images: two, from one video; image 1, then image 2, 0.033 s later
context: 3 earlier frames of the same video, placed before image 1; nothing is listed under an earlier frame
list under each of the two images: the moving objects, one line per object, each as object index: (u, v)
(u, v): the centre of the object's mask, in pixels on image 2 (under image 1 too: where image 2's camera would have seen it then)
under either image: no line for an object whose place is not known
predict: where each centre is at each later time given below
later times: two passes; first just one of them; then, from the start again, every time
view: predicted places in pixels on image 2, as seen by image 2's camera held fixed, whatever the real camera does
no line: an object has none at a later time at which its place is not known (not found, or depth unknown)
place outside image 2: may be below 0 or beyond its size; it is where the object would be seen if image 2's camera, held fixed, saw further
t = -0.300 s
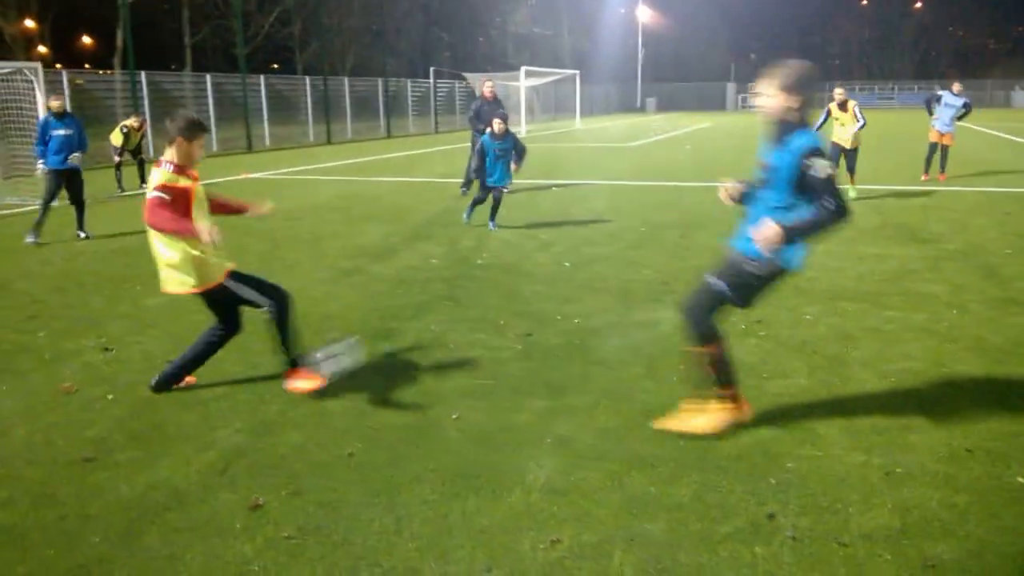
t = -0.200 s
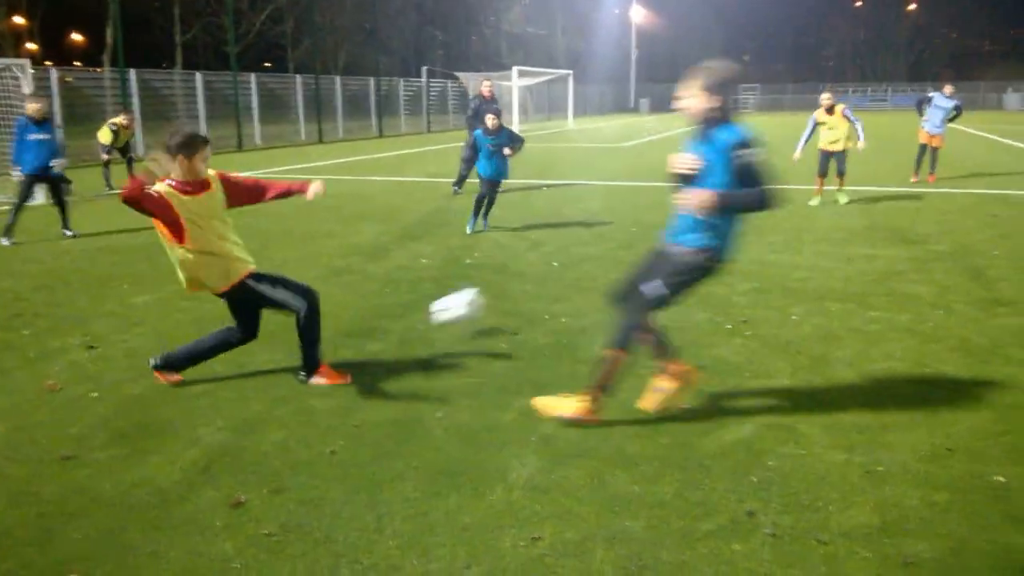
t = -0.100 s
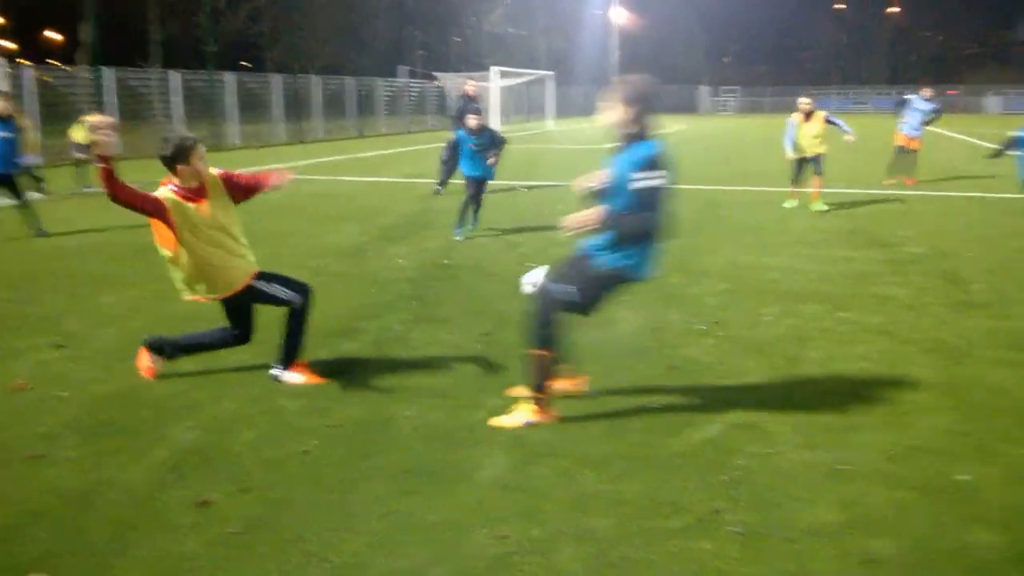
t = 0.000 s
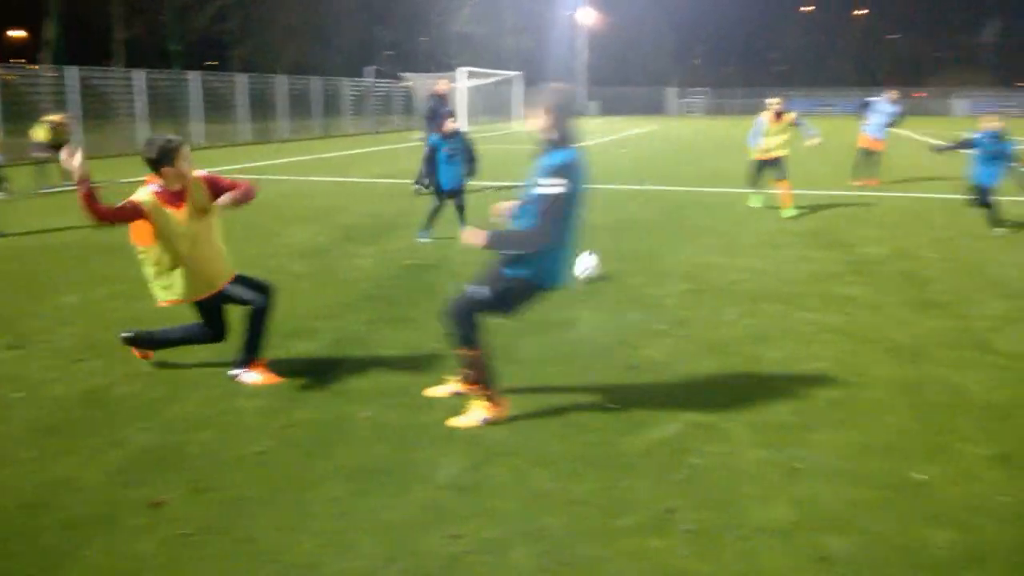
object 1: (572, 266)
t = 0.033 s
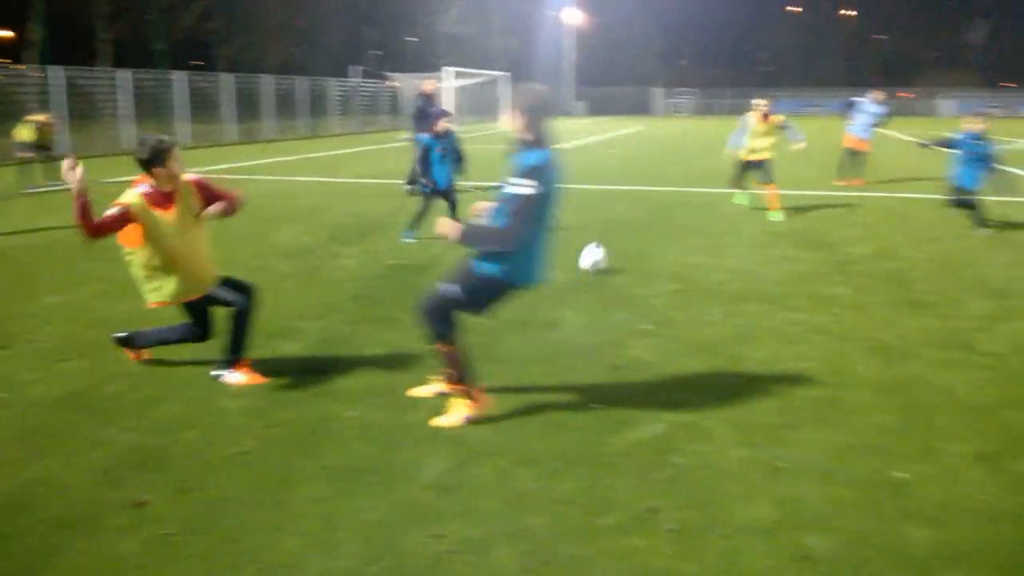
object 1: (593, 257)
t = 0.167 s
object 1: (665, 235)
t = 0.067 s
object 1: (613, 250)
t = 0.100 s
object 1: (633, 244)
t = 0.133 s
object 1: (649, 239)
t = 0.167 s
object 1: (665, 235)
